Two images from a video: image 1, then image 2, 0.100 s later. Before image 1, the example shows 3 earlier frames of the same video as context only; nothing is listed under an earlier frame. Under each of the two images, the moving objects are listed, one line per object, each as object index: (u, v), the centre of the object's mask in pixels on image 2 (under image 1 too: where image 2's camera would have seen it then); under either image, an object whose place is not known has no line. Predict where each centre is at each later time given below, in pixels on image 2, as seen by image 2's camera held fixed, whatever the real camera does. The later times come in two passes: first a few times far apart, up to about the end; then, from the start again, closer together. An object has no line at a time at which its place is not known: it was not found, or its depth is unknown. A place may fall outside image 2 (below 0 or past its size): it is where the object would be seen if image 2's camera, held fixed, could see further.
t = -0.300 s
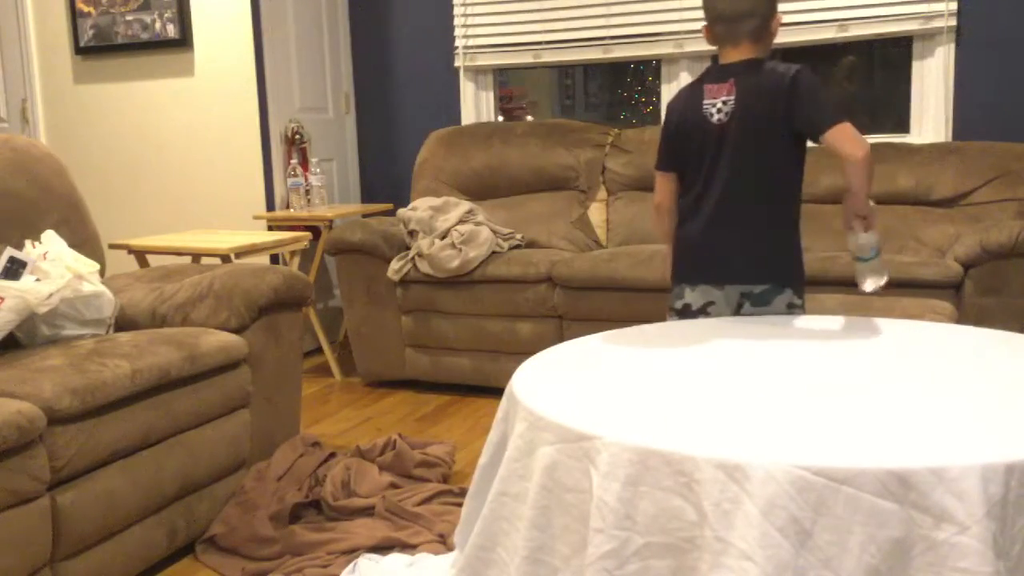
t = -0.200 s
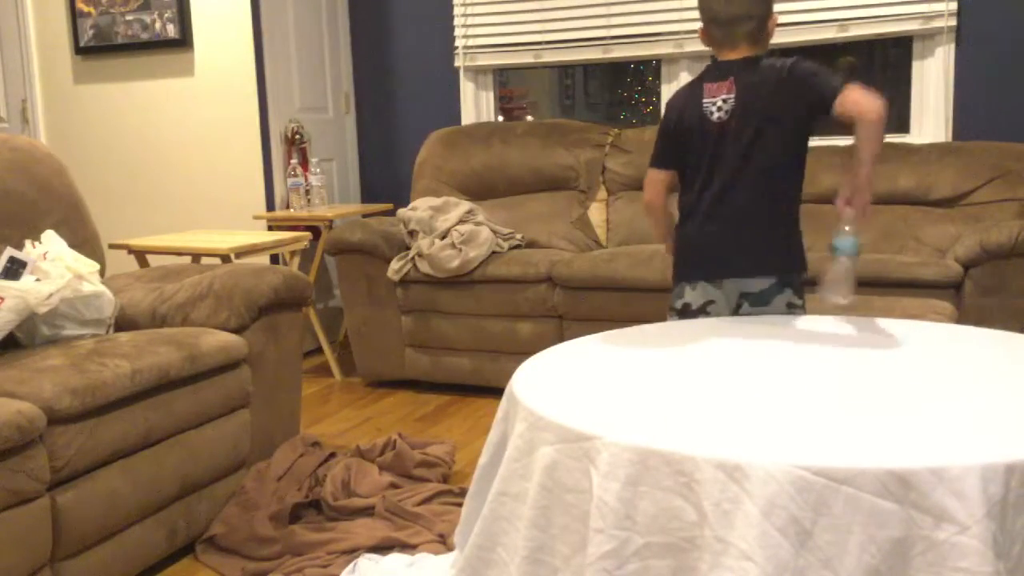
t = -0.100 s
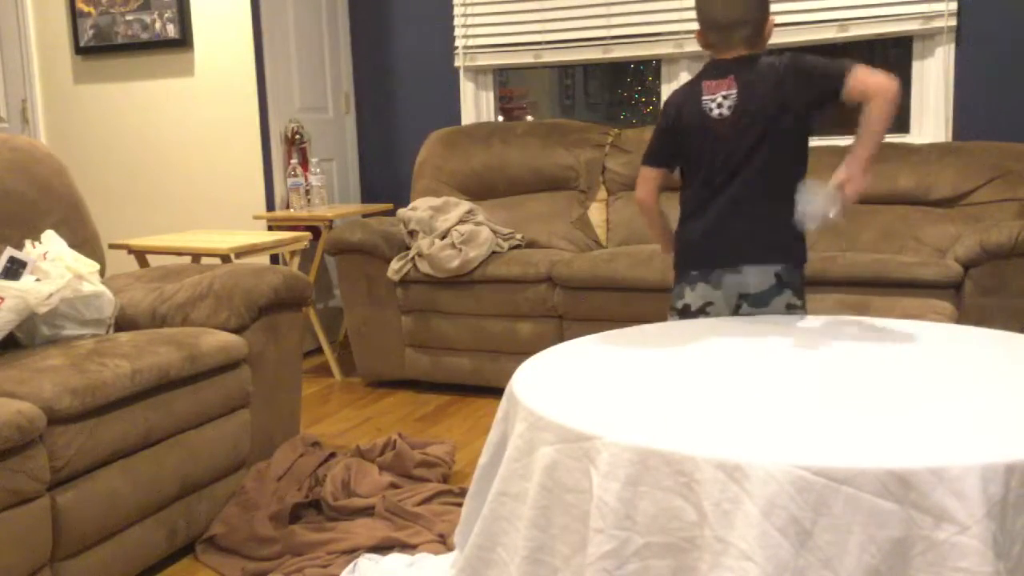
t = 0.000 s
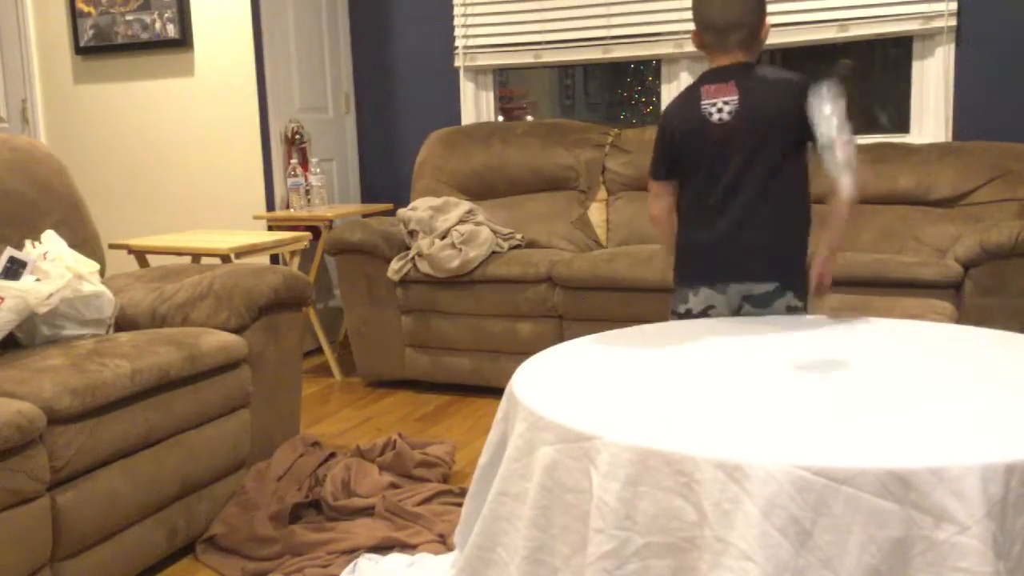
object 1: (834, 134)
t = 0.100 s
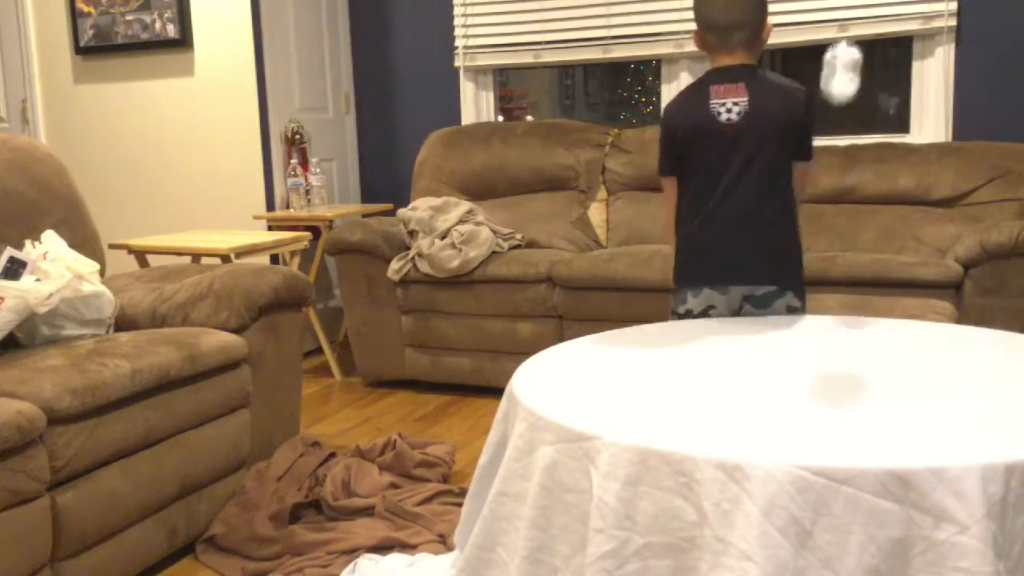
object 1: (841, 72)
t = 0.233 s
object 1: (862, 85)
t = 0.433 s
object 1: (878, 302)
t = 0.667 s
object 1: (887, 355)
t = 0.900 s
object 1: (890, 355)
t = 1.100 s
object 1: (889, 355)
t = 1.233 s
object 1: (887, 355)
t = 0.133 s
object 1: (845, 64)
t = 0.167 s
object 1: (849, 62)
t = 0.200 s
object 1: (854, 69)
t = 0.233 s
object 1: (862, 85)
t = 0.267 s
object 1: (861, 99)
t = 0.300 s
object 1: (866, 129)
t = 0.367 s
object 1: (874, 208)
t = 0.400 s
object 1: (877, 257)
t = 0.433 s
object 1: (878, 302)
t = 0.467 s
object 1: (876, 324)
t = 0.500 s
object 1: (880, 351)
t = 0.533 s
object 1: (880, 353)
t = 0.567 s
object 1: (883, 354)
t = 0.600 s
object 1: (885, 355)
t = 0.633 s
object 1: (886, 355)
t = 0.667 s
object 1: (887, 355)
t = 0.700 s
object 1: (887, 355)
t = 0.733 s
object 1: (888, 355)
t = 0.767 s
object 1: (889, 355)
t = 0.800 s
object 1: (890, 355)
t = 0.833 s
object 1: (890, 355)
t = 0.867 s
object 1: (890, 355)
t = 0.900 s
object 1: (890, 355)
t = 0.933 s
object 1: (890, 355)
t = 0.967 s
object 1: (890, 355)
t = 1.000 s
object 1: (890, 355)
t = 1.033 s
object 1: (890, 355)
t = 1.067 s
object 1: (890, 355)
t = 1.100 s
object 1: (889, 355)
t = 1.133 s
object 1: (888, 355)
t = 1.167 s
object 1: (888, 355)
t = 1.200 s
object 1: (888, 355)
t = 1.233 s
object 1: (887, 355)
